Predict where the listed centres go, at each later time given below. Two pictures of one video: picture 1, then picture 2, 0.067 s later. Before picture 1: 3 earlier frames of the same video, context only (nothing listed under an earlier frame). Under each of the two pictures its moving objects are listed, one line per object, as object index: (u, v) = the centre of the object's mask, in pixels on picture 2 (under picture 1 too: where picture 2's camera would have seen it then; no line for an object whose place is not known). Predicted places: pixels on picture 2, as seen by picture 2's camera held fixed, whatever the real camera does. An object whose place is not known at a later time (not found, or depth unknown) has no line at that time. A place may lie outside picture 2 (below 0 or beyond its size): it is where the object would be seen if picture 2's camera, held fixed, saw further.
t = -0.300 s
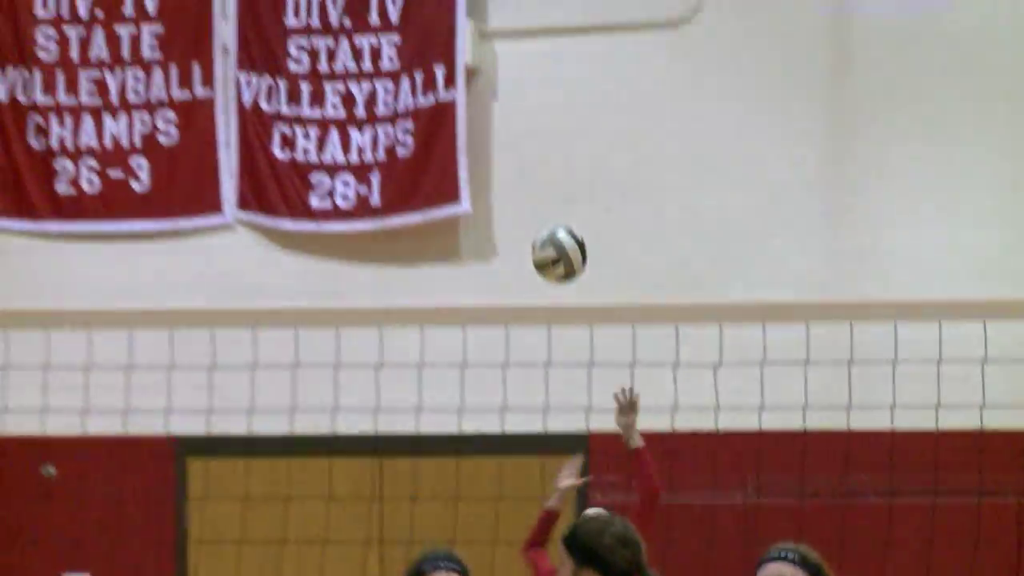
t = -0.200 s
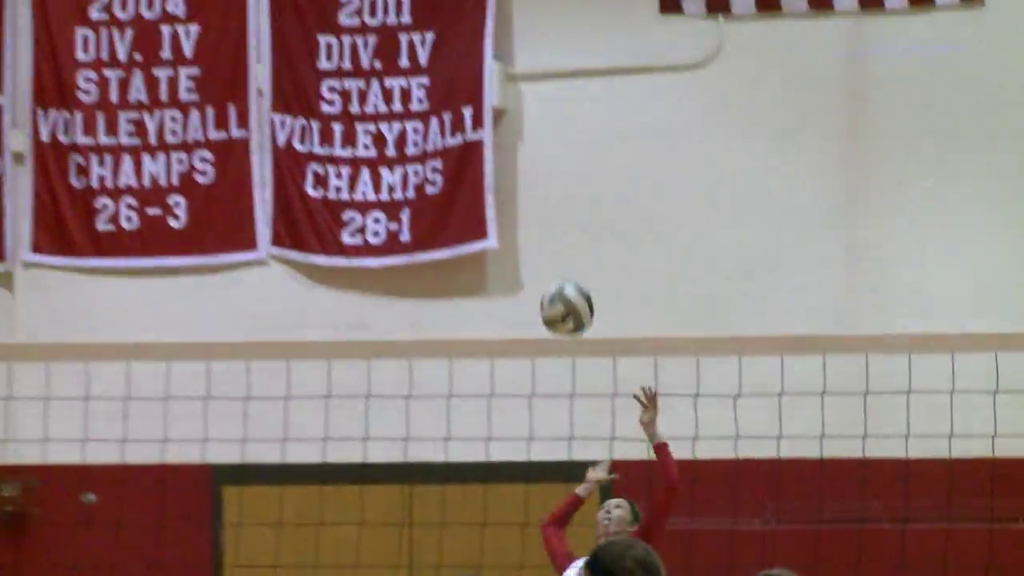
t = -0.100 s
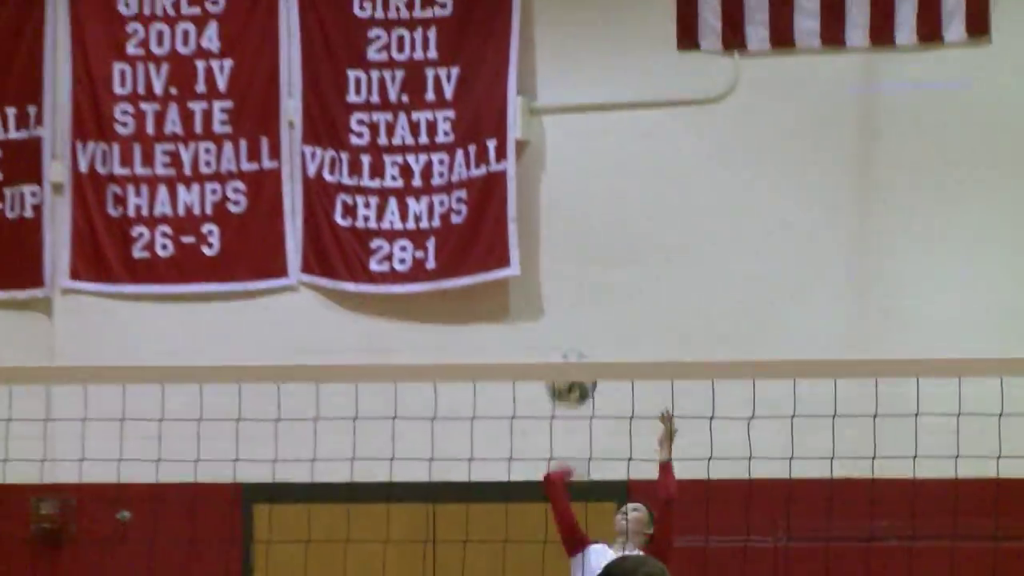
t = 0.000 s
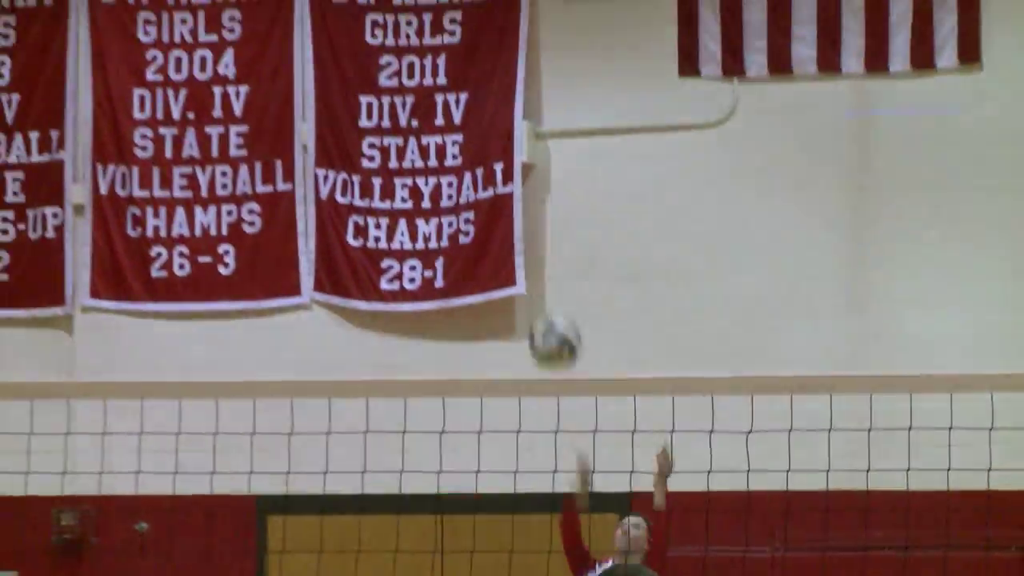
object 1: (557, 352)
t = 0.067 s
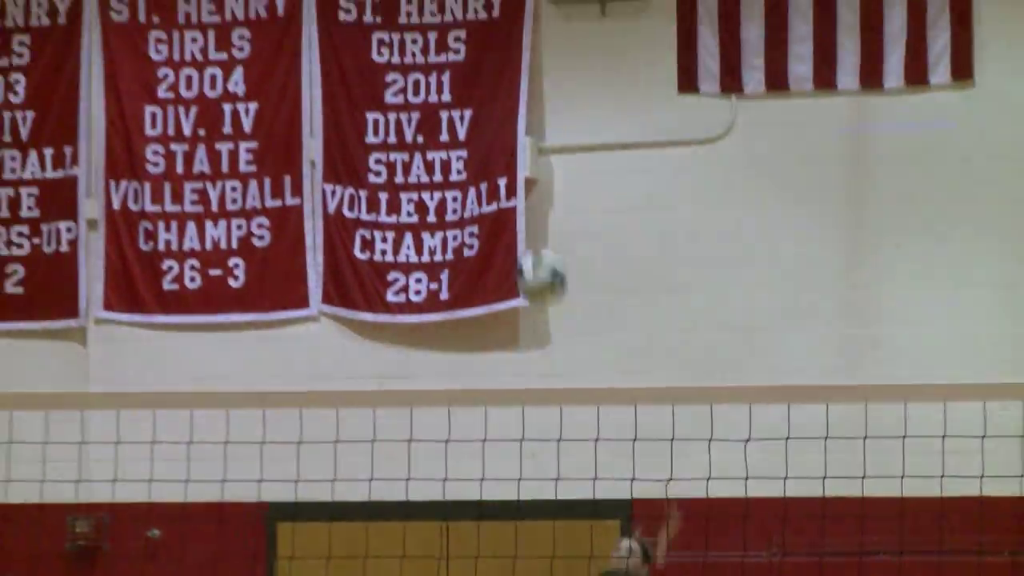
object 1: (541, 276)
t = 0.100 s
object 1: (532, 236)
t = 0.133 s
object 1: (524, 200)
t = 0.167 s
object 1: (514, 166)
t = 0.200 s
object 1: (501, 132)
